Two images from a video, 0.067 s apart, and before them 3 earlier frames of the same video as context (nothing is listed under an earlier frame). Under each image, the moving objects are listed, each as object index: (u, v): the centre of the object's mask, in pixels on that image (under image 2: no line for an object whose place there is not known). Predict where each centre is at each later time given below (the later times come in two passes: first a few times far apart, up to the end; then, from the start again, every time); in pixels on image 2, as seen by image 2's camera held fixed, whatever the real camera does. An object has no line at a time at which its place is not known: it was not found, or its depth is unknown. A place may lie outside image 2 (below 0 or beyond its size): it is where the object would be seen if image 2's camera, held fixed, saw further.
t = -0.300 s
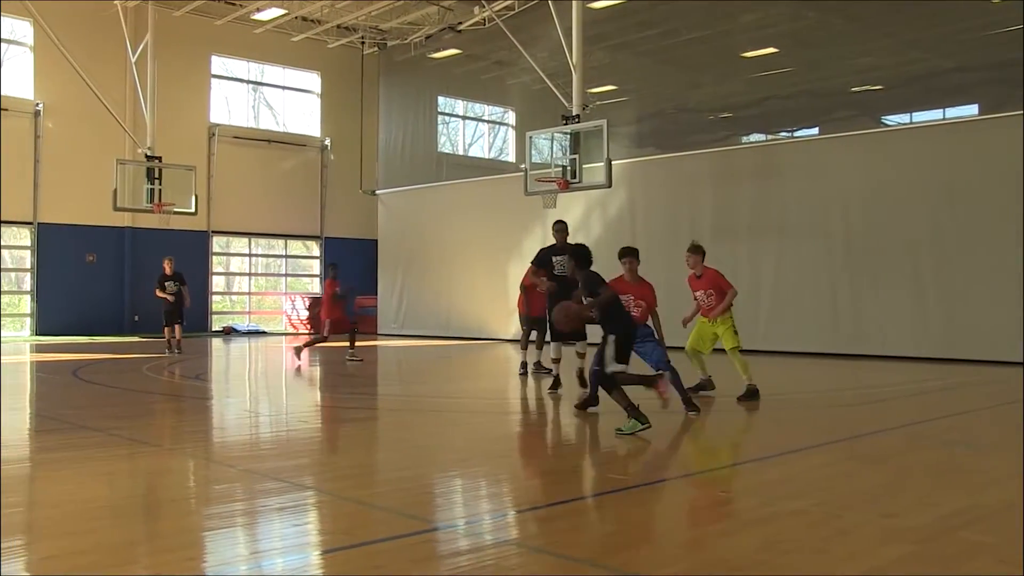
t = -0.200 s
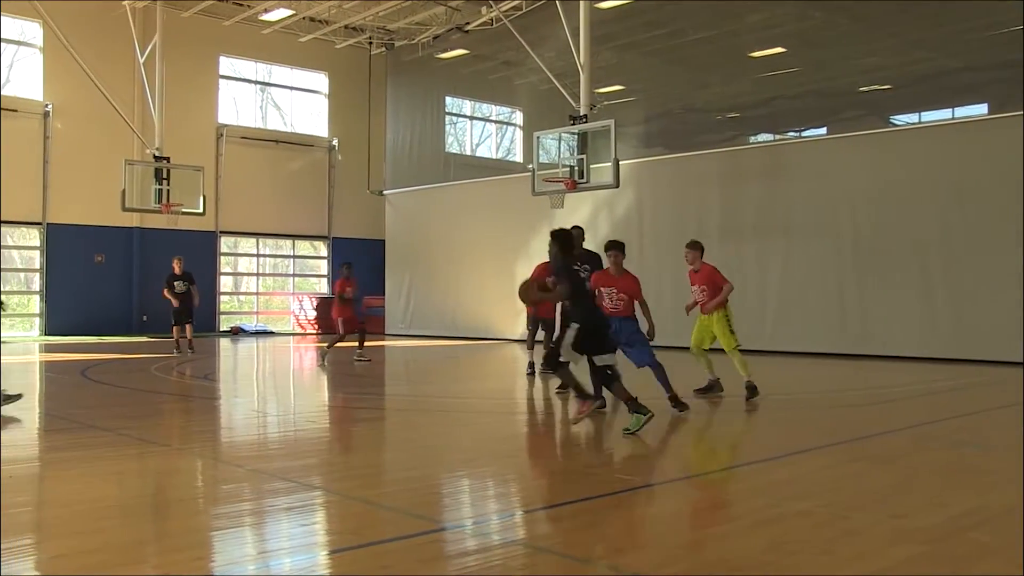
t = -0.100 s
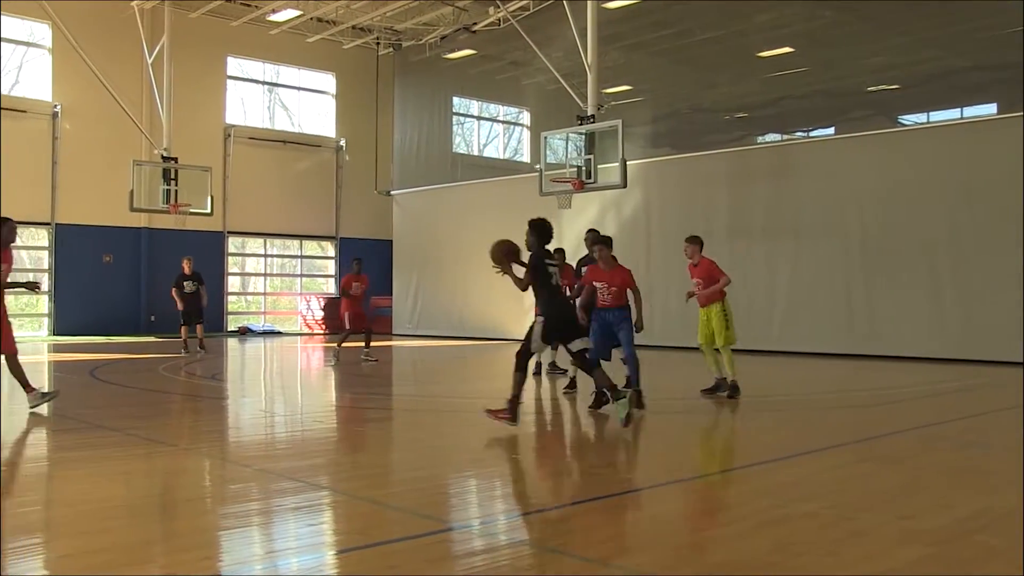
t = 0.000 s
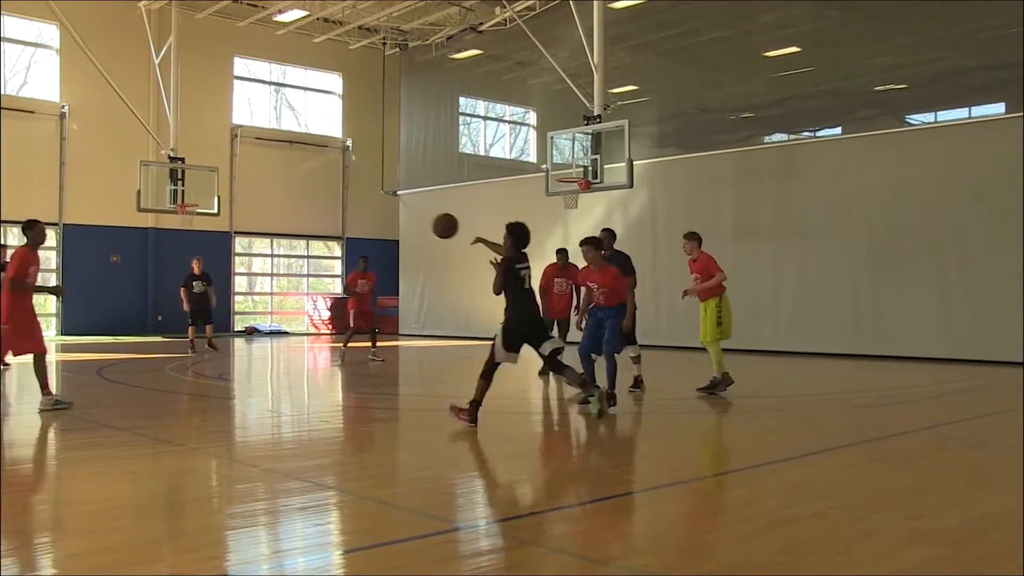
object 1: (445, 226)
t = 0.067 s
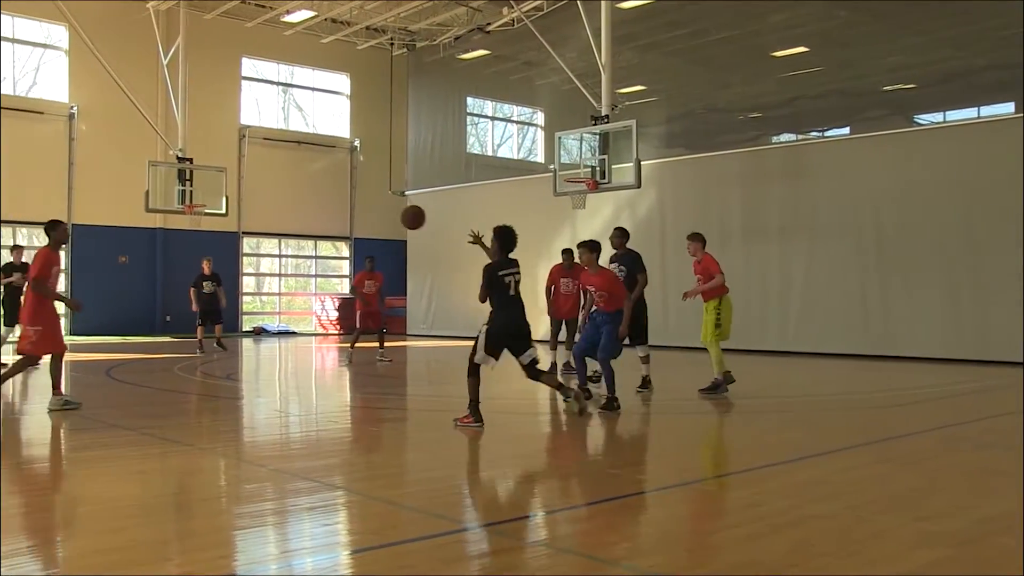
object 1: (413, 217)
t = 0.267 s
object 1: (320, 219)
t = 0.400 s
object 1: (272, 240)
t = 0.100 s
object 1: (397, 214)
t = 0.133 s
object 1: (379, 213)
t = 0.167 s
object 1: (364, 213)
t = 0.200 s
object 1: (349, 214)
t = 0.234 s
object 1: (334, 216)
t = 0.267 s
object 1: (320, 219)
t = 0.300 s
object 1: (306, 224)
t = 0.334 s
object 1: (294, 228)
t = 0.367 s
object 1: (282, 233)
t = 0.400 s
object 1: (272, 240)
